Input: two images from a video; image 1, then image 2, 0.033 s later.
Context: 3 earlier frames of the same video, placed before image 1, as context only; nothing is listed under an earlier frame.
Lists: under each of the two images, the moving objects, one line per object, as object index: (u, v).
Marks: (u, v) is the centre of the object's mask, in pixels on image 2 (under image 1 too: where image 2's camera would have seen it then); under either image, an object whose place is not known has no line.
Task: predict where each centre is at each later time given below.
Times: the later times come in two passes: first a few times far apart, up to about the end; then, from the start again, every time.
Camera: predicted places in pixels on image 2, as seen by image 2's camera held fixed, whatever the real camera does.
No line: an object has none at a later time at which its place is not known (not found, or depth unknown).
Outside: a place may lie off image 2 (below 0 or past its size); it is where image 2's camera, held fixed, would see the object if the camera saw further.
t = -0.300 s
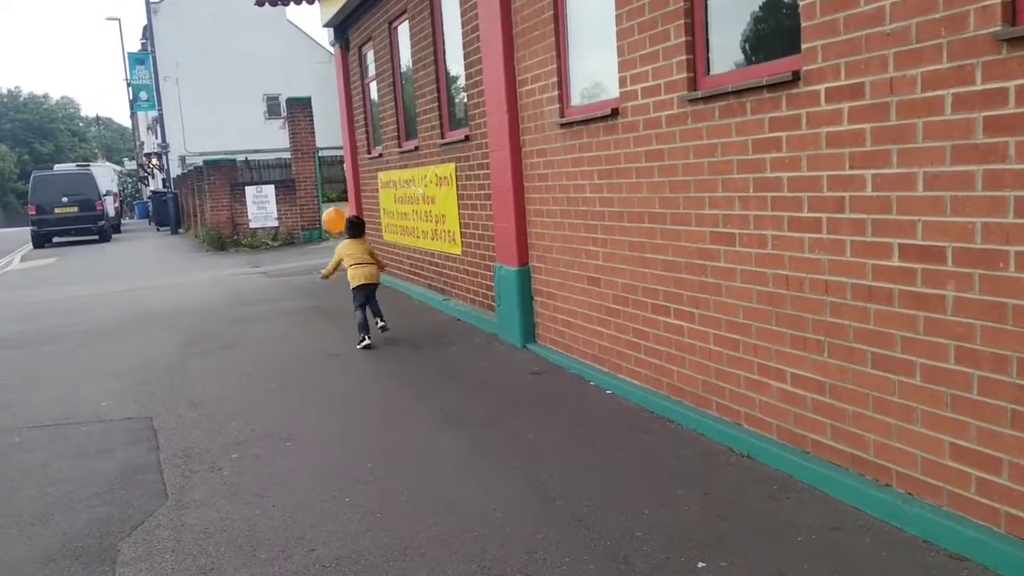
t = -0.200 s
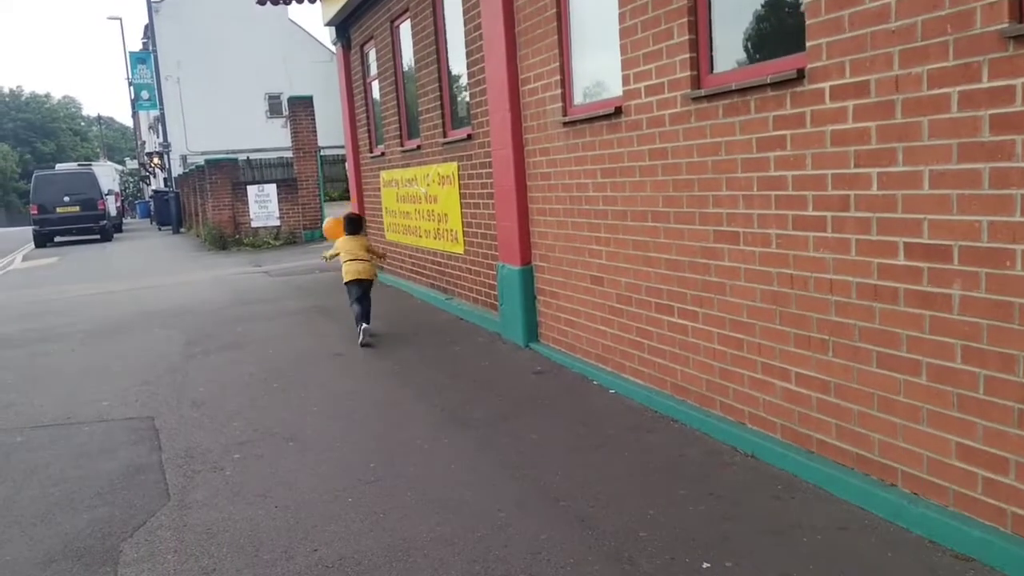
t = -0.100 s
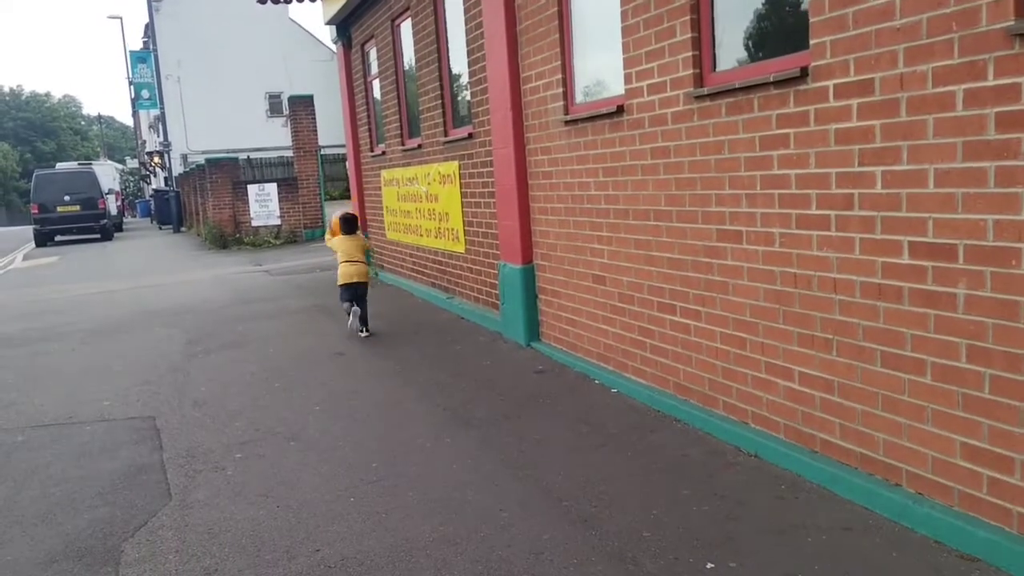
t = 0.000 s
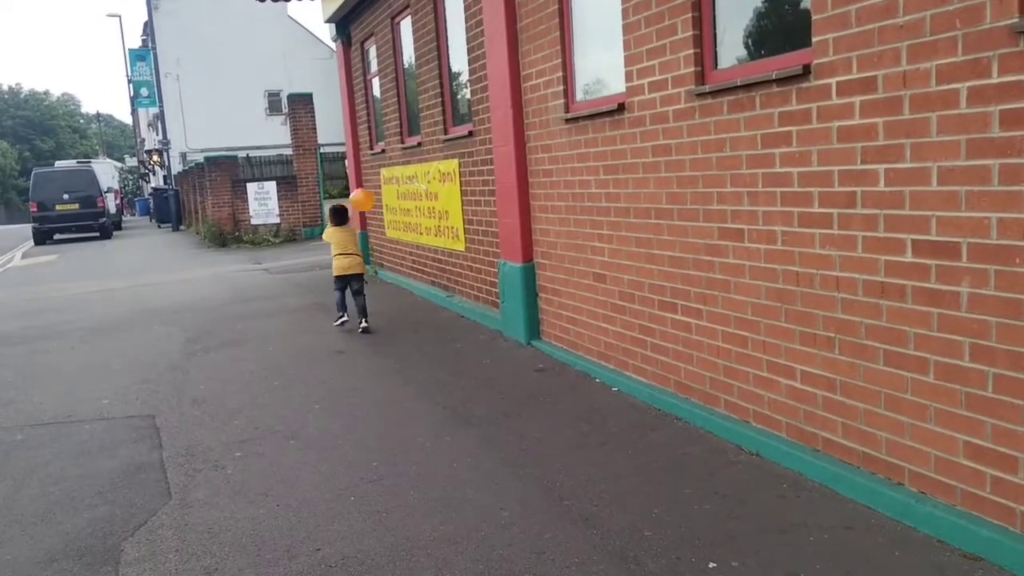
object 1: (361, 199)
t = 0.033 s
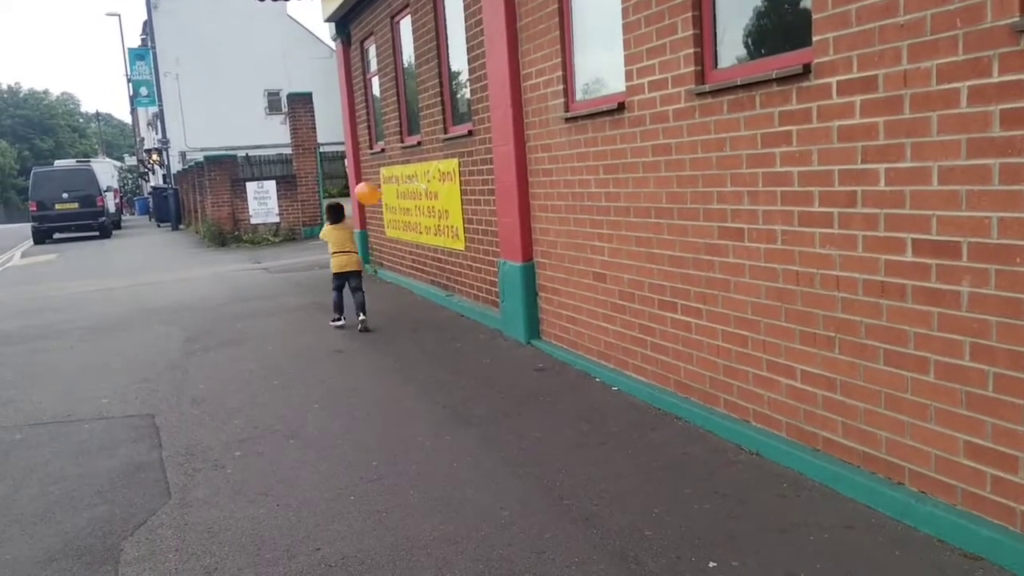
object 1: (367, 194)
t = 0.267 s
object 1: (390, 166)
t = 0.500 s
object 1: (400, 152)
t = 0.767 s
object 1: (407, 152)
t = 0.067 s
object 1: (372, 188)
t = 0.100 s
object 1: (376, 182)
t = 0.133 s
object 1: (380, 178)
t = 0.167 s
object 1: (384, 174)
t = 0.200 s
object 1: (386, 171)
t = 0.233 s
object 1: (389, 167)
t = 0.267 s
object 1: (390, 166)
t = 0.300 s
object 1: (392, 161)
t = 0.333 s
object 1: (393, 159)
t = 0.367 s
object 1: (395, 157)
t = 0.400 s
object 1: (396, 155)
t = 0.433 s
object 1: (398, 154)
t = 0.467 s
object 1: (398, 153)
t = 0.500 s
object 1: (400, 152)
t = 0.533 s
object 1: (401, 152)
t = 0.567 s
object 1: (401, 151)
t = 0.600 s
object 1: (402, 151)
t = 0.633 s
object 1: (403, 151)
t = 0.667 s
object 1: (404, 151)
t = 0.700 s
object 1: (405, 152)
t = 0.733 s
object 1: (406, 152)
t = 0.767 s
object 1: (407, 152)
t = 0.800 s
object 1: (408, 153)
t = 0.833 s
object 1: (409, 153)
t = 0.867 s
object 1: (409, 154)
